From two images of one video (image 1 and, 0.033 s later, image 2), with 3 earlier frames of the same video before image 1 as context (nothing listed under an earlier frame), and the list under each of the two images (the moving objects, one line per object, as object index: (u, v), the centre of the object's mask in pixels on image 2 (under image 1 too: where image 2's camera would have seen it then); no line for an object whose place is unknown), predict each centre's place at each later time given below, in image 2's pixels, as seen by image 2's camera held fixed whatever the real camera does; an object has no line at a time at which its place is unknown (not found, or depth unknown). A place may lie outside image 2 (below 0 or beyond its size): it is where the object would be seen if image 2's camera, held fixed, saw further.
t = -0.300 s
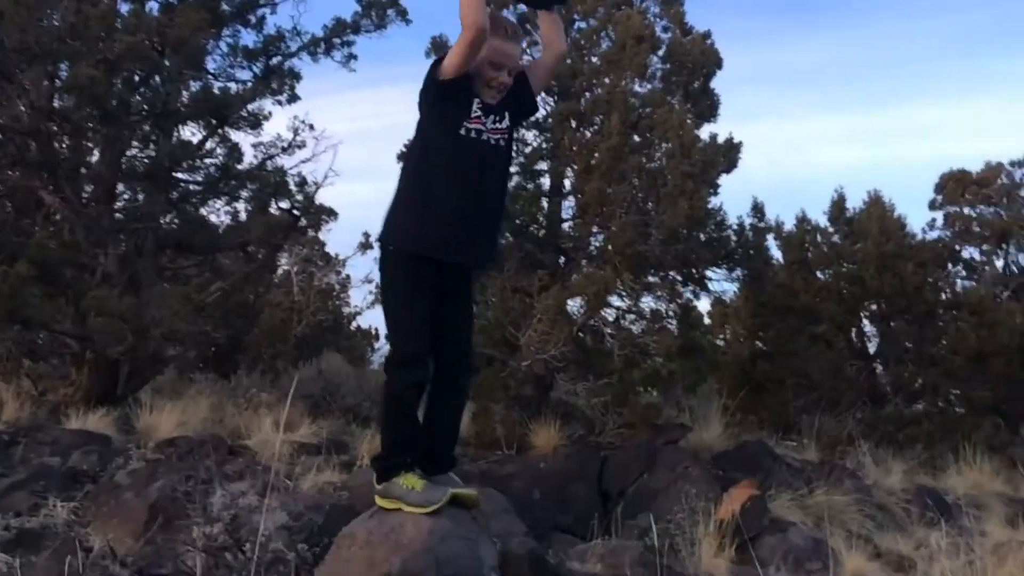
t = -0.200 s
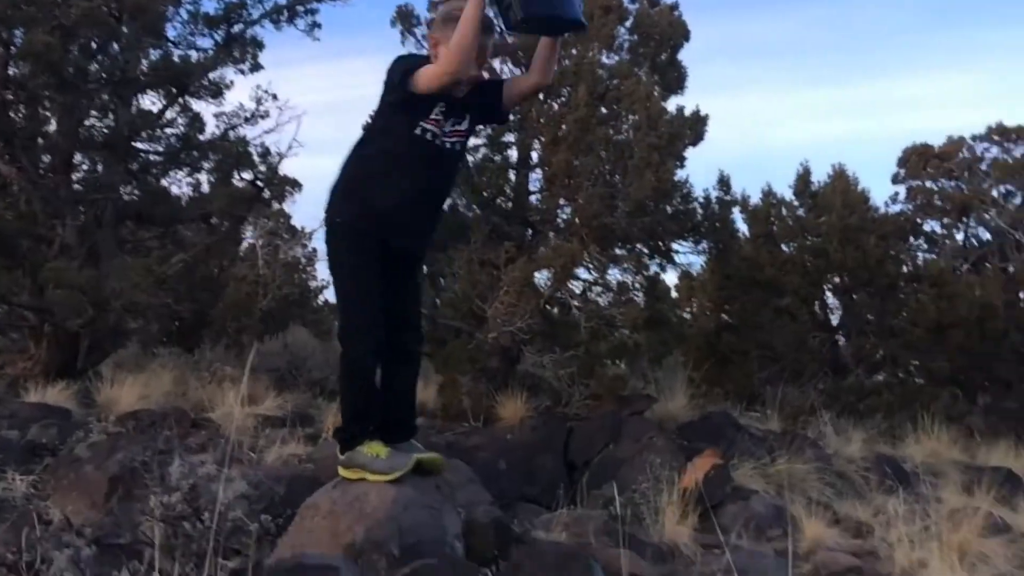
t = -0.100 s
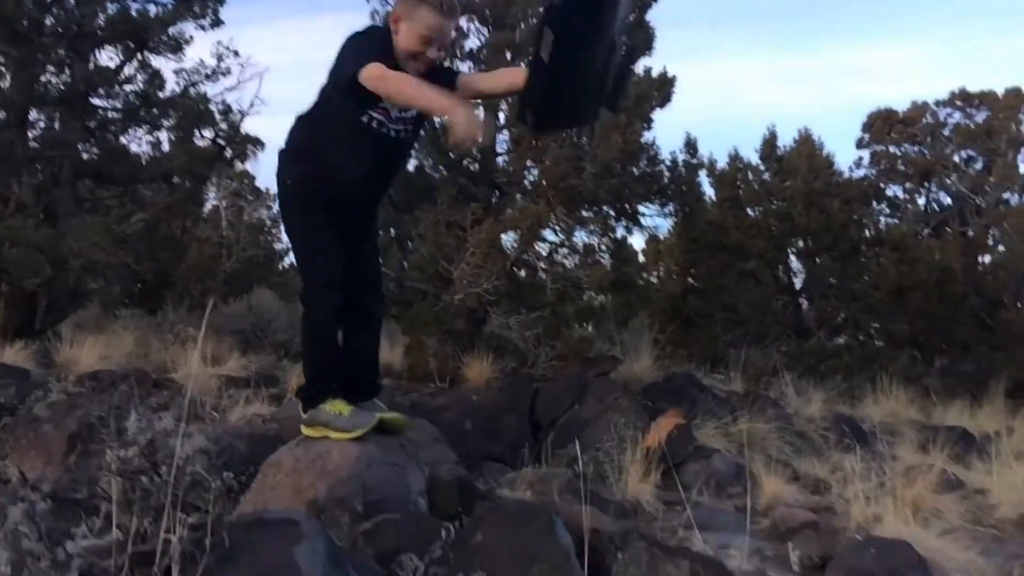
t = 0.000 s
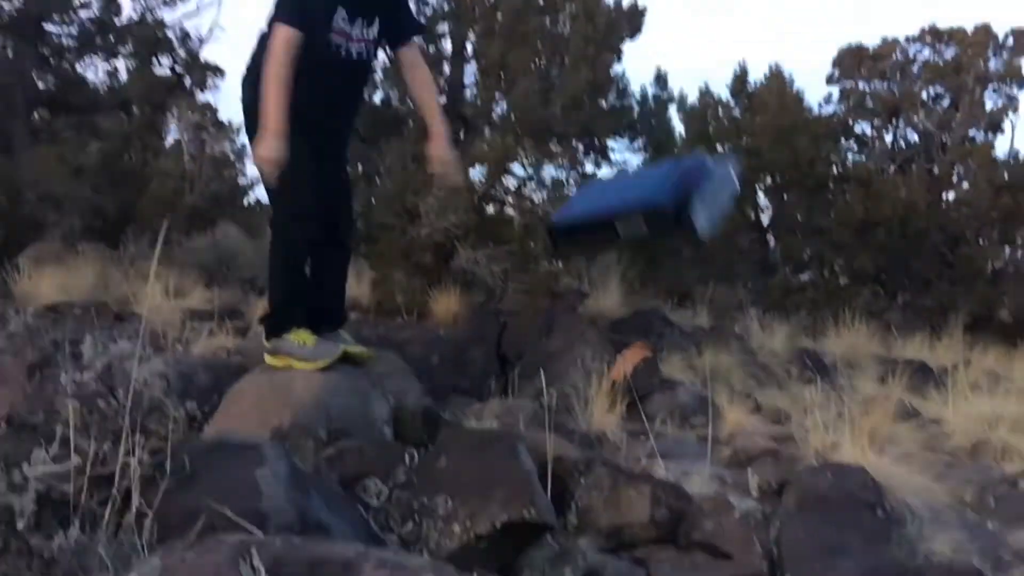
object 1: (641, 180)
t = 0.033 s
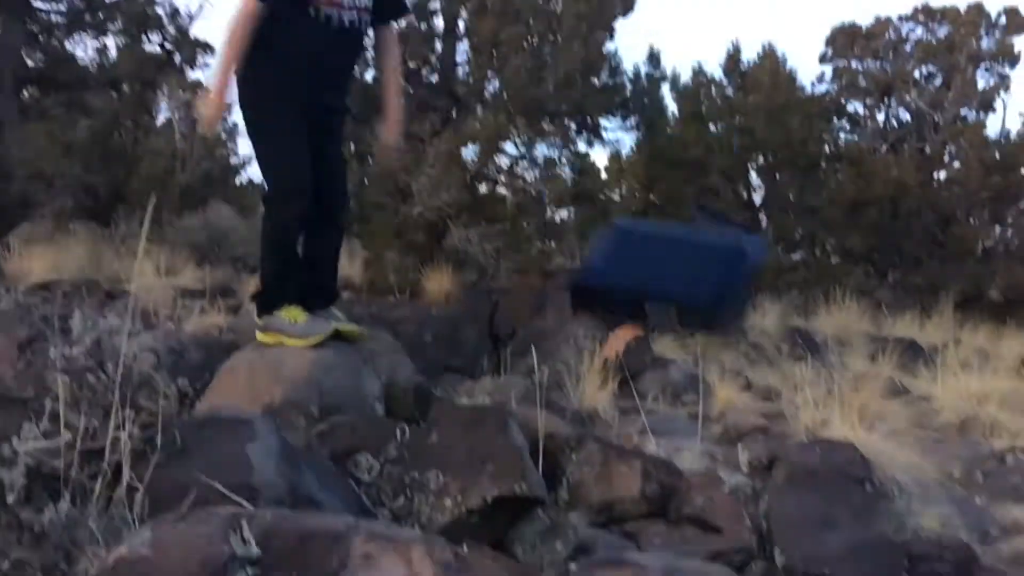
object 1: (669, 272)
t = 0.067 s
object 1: (709, 382)
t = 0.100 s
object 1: (754, 507)
